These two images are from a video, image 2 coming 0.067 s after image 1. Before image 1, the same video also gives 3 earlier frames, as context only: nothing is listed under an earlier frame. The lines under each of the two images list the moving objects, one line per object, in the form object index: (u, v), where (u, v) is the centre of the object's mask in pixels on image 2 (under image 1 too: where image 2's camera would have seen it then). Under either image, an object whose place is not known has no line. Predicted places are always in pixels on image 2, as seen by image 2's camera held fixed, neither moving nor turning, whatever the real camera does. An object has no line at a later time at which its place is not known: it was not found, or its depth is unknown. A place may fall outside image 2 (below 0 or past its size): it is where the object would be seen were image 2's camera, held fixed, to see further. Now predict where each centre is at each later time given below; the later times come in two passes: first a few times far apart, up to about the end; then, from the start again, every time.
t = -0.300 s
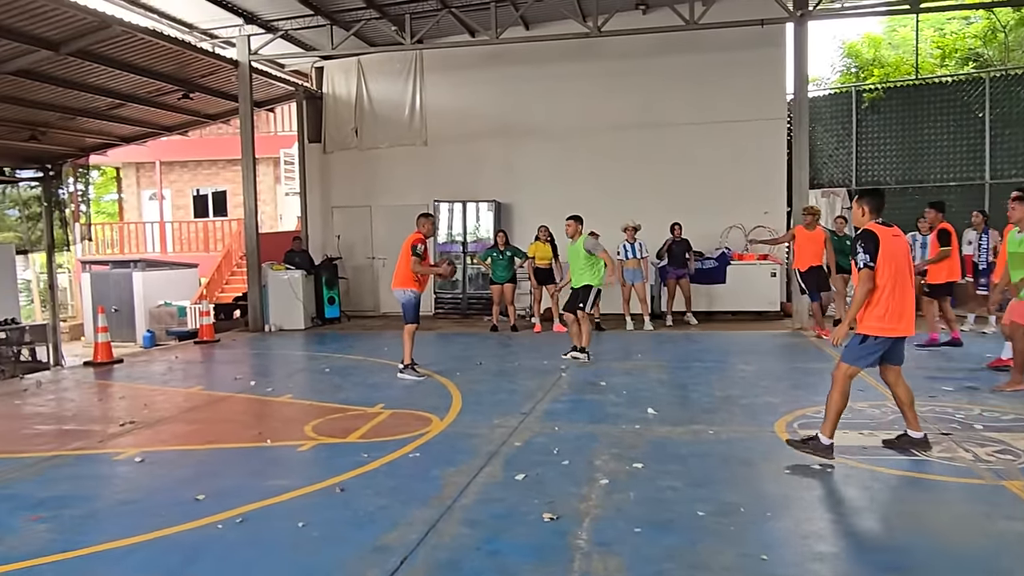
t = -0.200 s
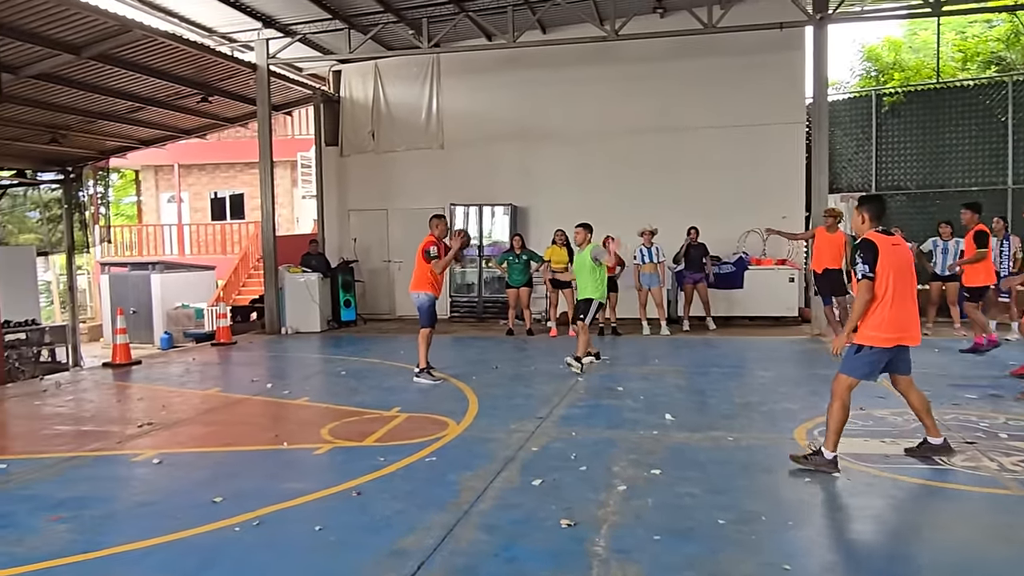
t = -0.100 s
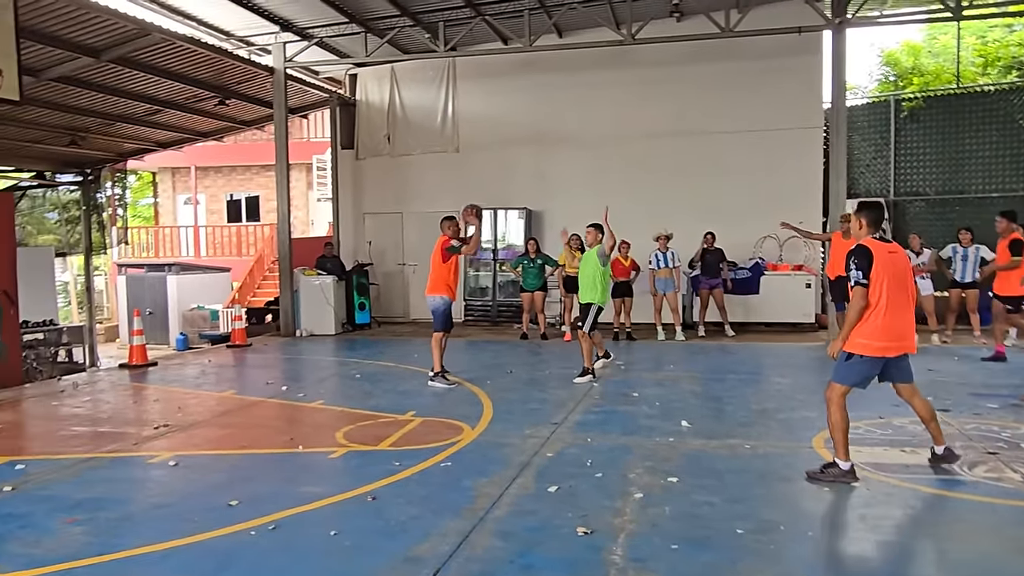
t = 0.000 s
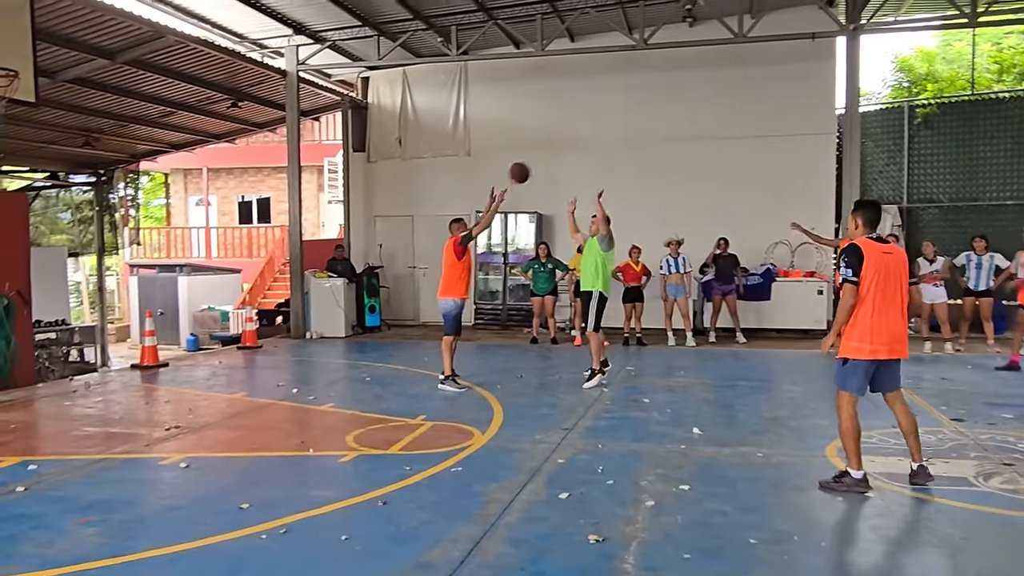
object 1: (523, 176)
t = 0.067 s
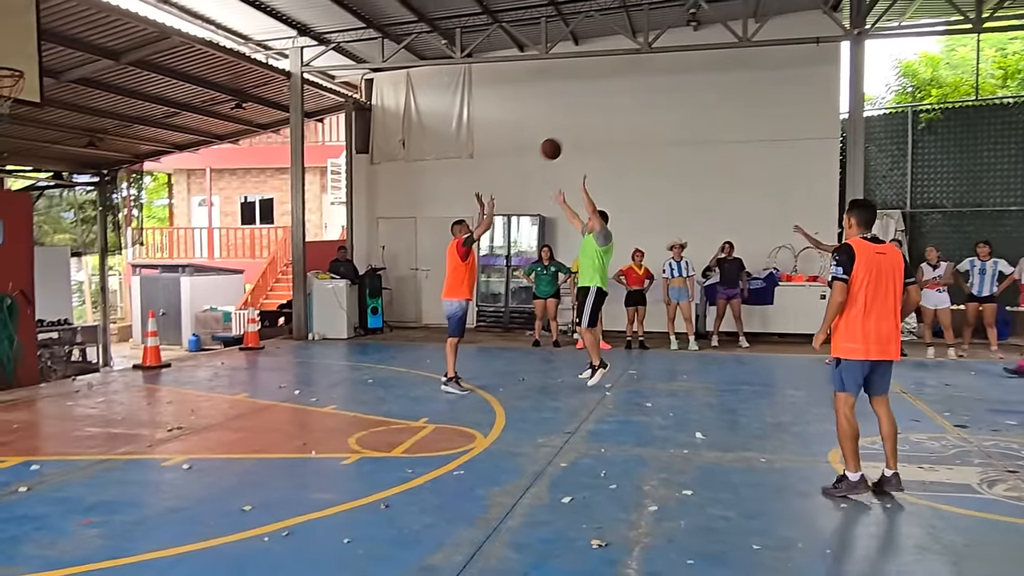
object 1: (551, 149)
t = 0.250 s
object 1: (624, 99)
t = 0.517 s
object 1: (722, 84)
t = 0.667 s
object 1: (773, 103)
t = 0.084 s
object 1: (557, 143)
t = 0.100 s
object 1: (564, 138)
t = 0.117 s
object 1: (571, 132)
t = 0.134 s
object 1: (578, 127)
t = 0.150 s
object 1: (585, 122)
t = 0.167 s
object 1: (592, 117)
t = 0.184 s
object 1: (598, 113)
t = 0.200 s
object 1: (605, 109)
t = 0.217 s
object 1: (611, 106)
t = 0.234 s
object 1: (618, 102)
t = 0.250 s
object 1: (624, 99)
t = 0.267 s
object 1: (630, 96)
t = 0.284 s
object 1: (637, 93)
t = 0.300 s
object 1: (643, 91)
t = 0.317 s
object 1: (649, 89)
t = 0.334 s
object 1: (656, 87)
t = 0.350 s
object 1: (662, 85)
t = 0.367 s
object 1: (668, 84)
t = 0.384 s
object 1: (674, 83)
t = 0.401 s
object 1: (680, 82)
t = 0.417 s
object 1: (687, 82)
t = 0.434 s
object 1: (692, 81)
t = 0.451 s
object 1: (698, 81)
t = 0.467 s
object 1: (704, 82)
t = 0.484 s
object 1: (710, 82)
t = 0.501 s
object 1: (716, 83)
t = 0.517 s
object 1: (722, 84)
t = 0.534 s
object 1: (728, 85)
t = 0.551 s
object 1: (734, 87)
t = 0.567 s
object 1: (739, 89)
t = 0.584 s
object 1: (745, 90)
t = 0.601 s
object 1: (751, 93)
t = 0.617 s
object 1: (756, 95)
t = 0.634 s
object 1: (762, 98)
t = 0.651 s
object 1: (767, 100)
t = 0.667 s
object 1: (773, 103)
